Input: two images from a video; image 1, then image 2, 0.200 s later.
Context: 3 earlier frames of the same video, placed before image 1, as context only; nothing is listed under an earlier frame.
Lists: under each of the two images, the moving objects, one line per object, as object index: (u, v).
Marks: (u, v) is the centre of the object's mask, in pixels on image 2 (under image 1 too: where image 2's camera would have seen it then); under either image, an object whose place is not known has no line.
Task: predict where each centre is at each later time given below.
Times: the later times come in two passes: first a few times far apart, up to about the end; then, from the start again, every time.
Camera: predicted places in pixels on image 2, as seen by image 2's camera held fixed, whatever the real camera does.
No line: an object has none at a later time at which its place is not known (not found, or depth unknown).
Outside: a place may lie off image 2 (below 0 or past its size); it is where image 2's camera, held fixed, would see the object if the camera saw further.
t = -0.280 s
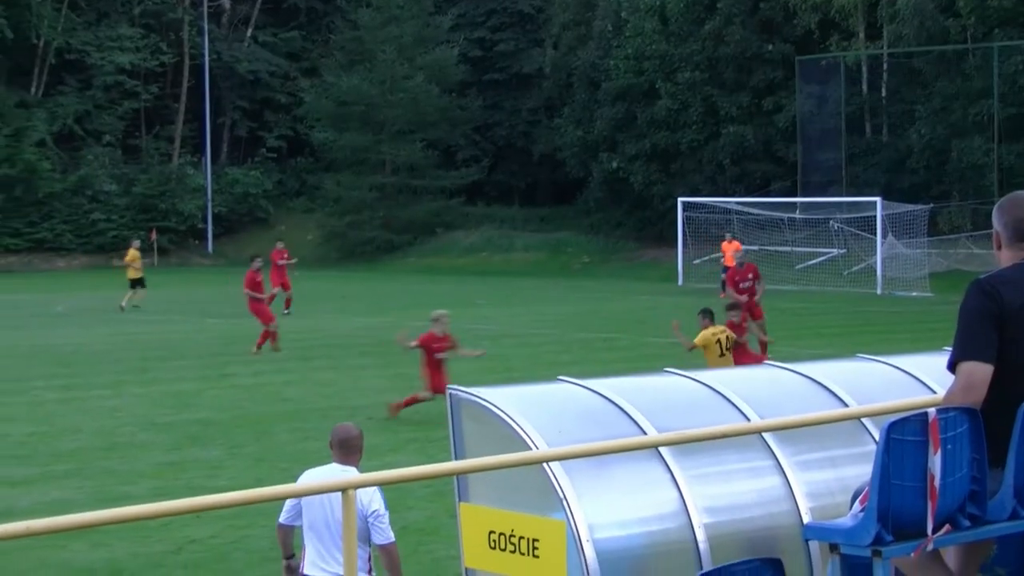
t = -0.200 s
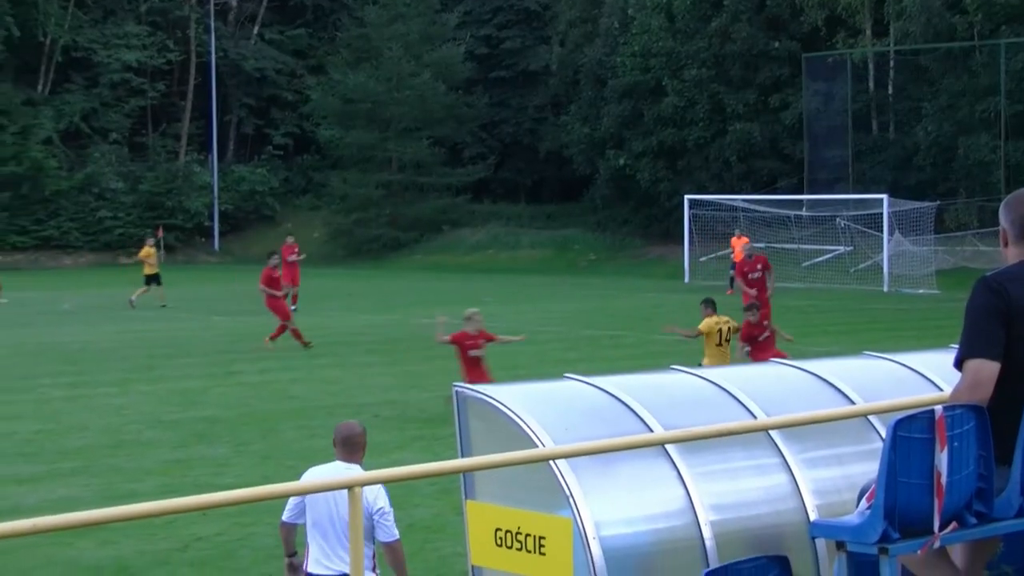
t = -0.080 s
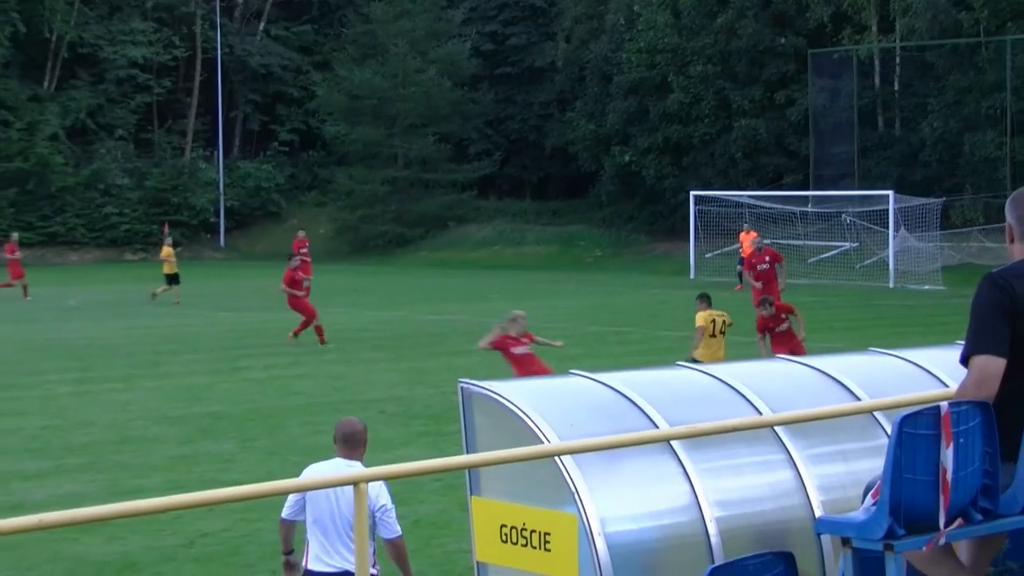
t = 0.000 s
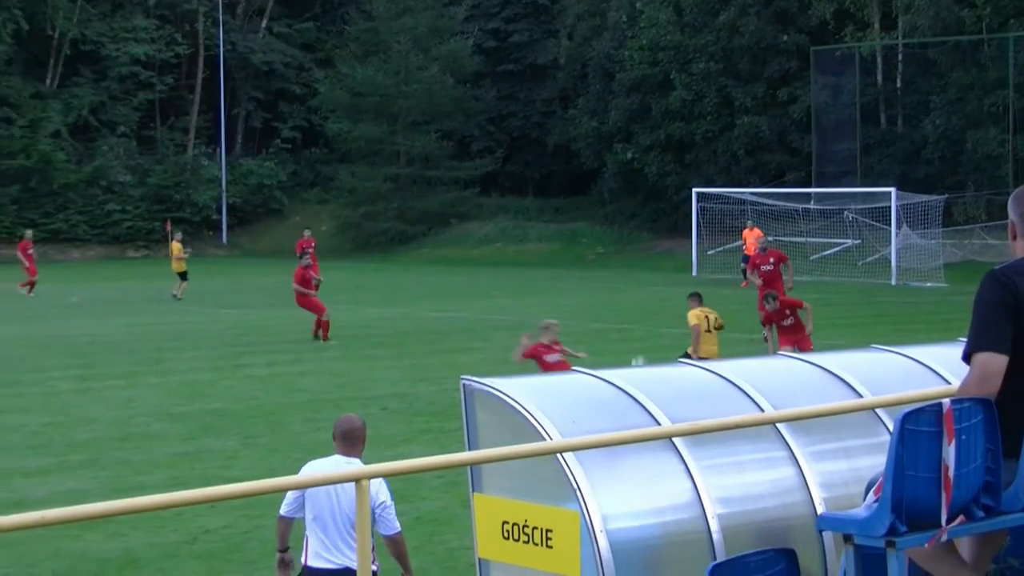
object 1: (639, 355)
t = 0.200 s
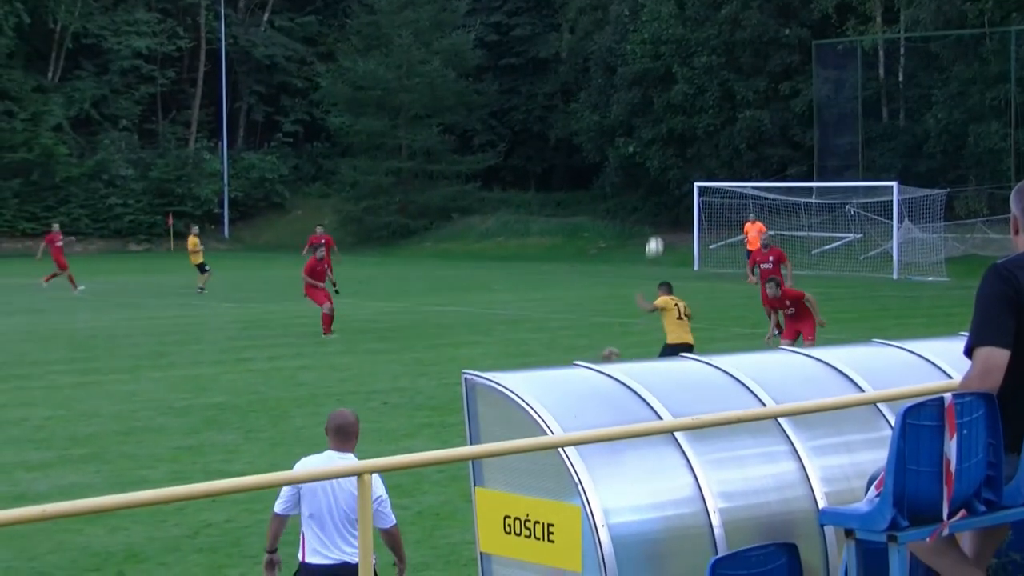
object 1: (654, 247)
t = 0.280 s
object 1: (659, 211)
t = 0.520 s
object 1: (674, 135)
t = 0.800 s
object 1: (690, 104)
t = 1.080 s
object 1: (706, 132)
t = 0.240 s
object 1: (657, 228)
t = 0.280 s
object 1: (659, 211)
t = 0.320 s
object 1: (662, 195)
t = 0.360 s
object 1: (664, 180)
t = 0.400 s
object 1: (667, 167)
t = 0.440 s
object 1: (669, 155)
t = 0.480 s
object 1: (672, 144)
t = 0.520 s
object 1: (674, 135)
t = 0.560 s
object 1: (676, 126)
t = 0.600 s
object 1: (679, 120)
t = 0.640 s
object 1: (681, 114)
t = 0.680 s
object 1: (683, 110)
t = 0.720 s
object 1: (686, 107)
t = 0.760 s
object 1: (688, 105)
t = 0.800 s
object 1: (690, 104)
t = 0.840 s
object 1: (693, 105)
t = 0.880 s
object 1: (695, 106)
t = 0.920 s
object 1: (697, 109)
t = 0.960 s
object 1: (700, 113)
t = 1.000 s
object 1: (702, 118)
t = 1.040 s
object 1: (704, 125)
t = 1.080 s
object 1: (706, 132)
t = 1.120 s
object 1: (709, 141)
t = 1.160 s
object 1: (711, 151)
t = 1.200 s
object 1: (714, 163)
